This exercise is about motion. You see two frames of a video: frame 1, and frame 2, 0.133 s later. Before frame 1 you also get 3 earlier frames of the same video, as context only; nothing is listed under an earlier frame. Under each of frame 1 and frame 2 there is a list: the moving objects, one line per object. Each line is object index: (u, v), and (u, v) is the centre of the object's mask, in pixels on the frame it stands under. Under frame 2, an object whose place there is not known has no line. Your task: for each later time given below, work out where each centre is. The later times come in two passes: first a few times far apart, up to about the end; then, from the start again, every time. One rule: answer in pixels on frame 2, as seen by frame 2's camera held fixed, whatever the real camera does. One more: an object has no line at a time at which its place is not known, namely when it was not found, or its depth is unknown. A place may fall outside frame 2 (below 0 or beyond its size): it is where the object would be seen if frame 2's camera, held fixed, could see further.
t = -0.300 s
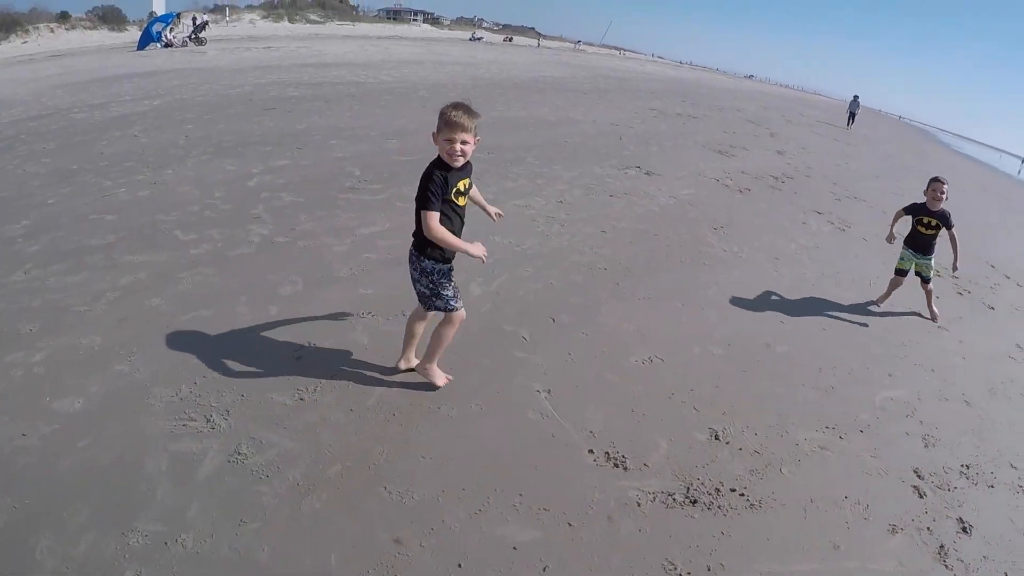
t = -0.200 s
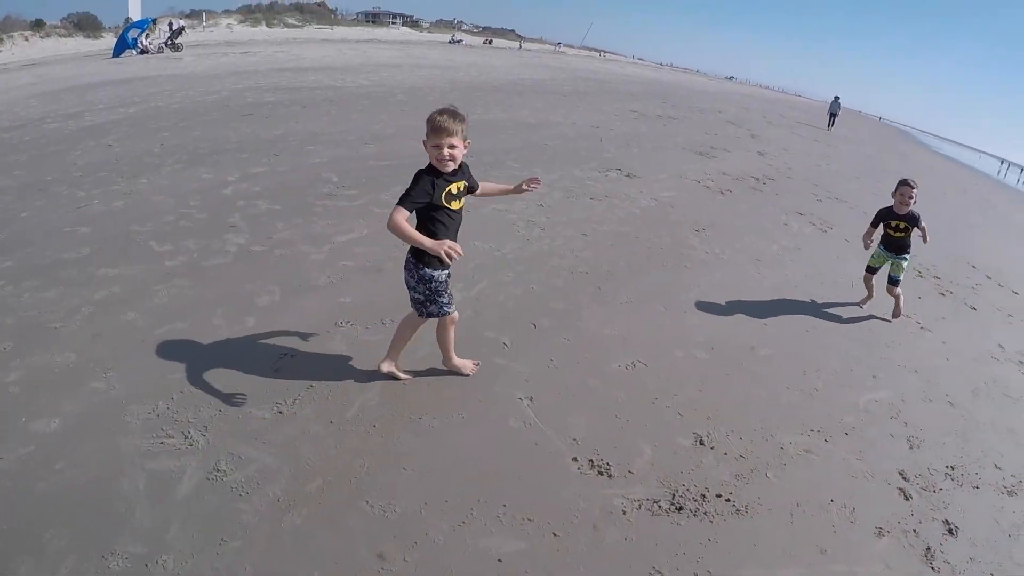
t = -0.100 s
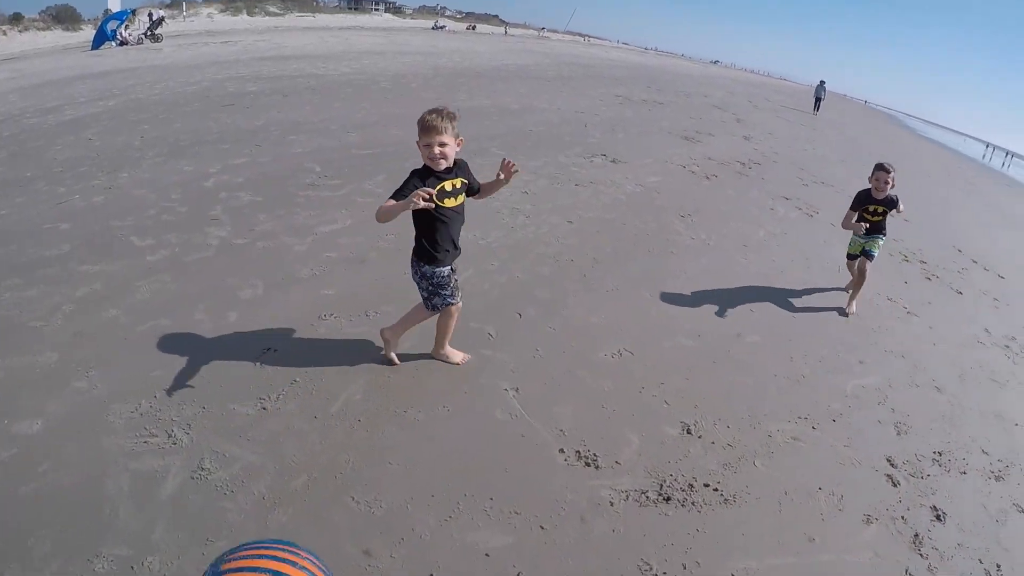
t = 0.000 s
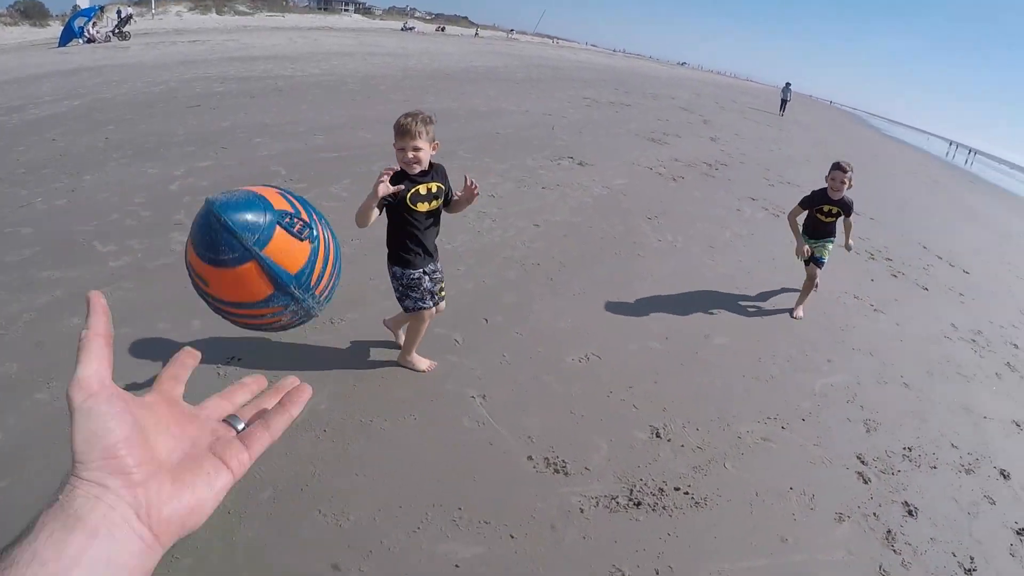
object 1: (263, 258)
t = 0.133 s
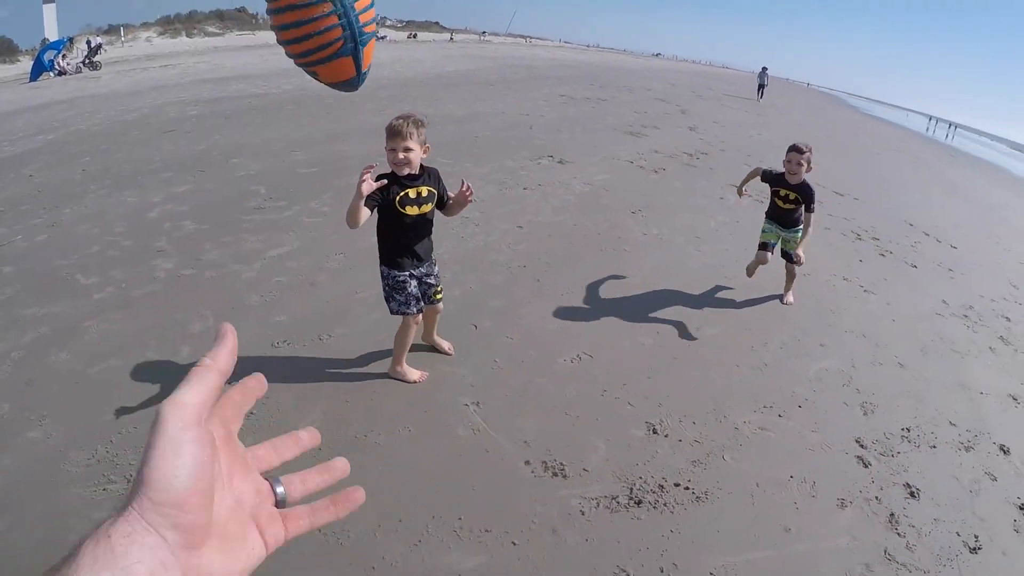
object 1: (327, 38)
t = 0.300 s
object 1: (384, 14)
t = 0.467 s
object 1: (401, 81)
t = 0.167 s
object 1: (346, 26)
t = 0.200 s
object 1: (360, 18)
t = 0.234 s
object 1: (372, 15)
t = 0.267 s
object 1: (379, 13)
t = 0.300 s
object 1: (384, 14)
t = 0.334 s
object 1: (387, 17)
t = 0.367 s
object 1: (390, 24)
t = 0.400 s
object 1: (393, 37)
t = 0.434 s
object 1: (397, 58)
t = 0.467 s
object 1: (401, 81)
